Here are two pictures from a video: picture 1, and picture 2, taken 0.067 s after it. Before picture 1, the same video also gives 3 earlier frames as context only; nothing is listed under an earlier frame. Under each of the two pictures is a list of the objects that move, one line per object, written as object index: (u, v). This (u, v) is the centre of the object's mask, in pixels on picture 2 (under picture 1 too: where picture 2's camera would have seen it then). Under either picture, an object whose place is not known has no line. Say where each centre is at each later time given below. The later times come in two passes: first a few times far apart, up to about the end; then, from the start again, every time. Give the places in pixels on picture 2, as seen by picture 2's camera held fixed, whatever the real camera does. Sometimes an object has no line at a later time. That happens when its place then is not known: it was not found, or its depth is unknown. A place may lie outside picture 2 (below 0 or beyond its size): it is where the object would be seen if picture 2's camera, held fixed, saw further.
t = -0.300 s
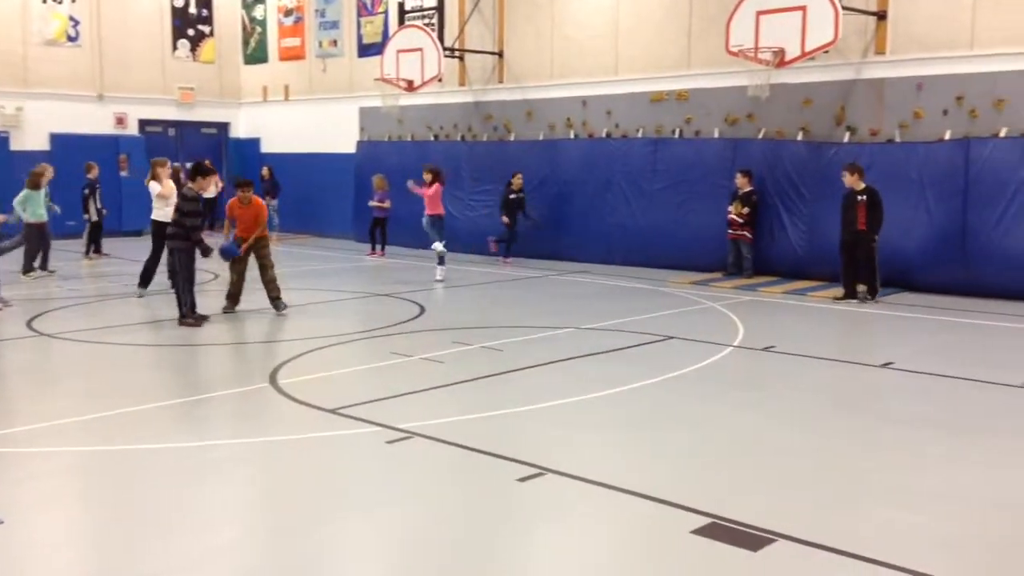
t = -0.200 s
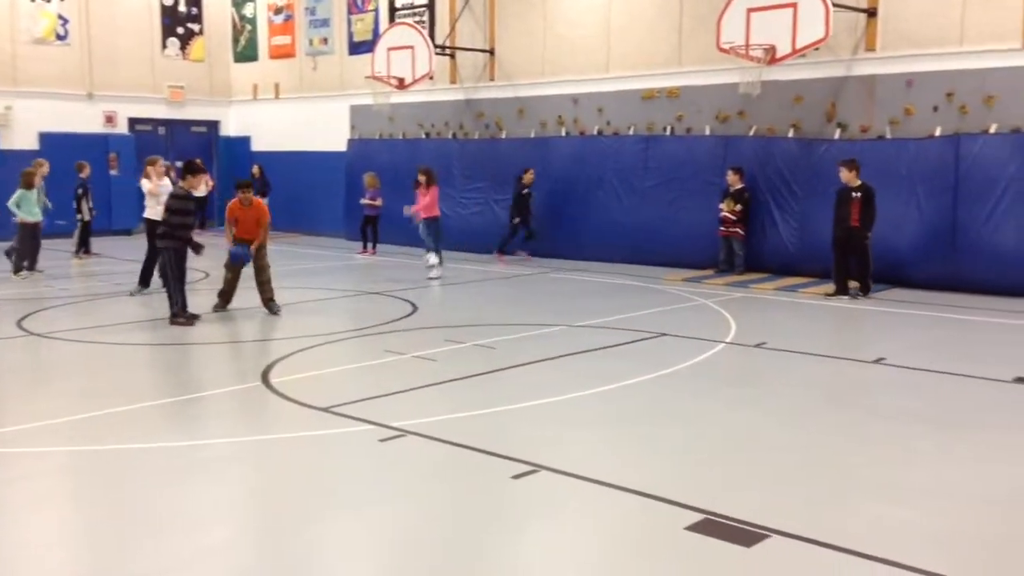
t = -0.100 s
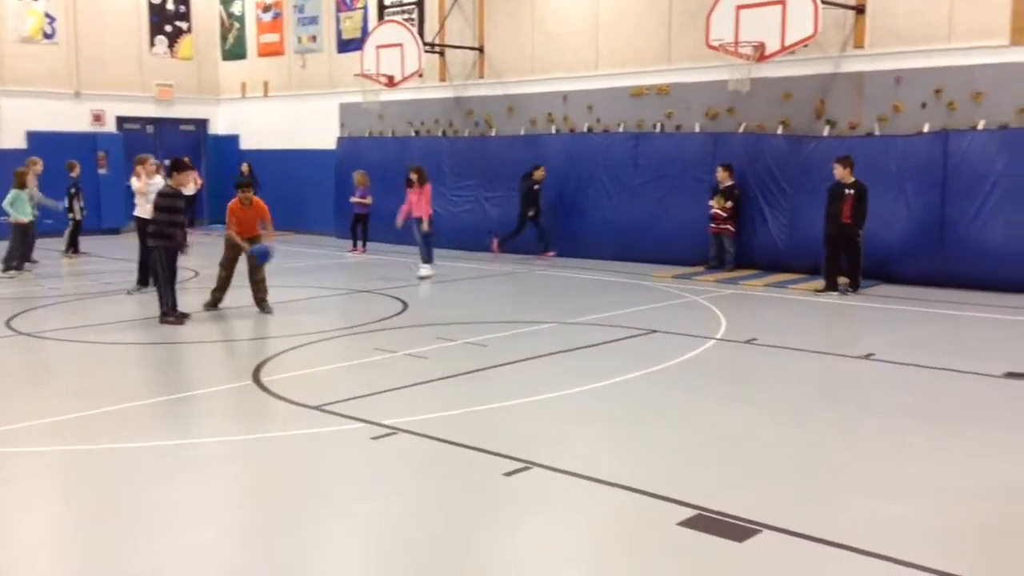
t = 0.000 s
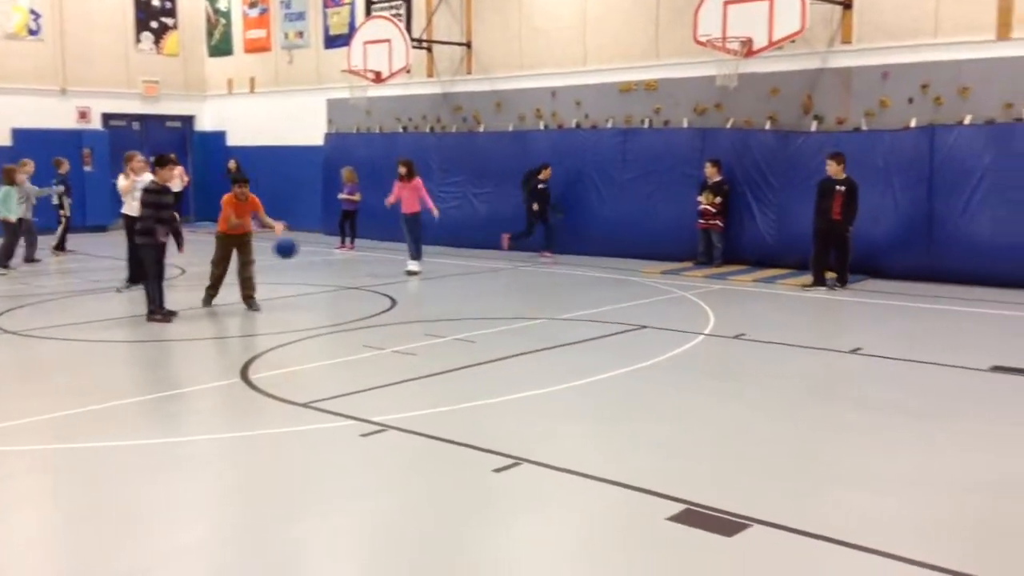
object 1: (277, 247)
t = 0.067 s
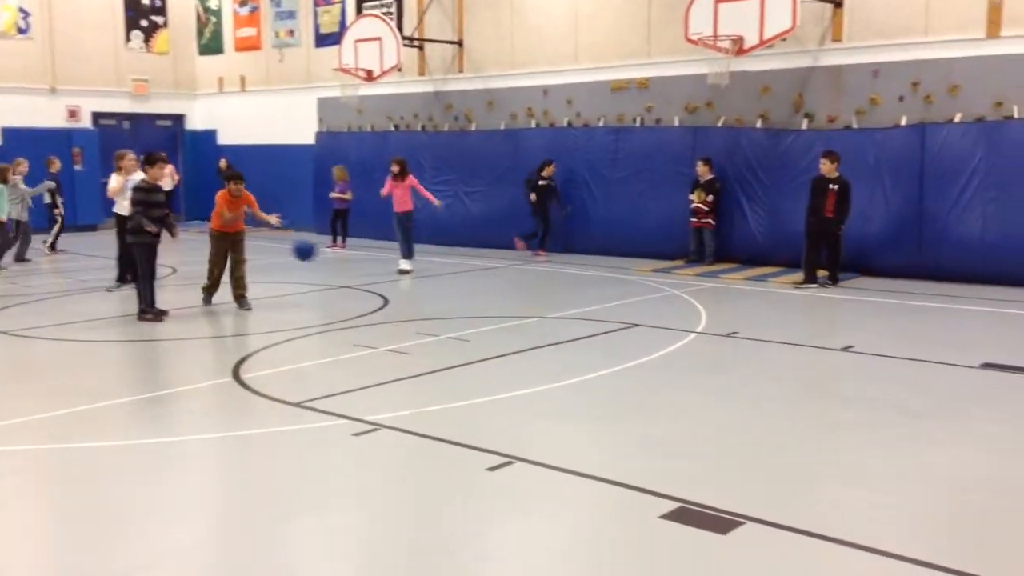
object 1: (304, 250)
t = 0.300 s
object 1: (404, 300)
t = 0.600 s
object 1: (501, 300)
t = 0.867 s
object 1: (584, 331)
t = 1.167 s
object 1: (678, 341)
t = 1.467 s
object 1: (778, 355)
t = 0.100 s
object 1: (317, 254)
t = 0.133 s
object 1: (332, 258)
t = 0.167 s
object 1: (346, 263)
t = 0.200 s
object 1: (360, 270)
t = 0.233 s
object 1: (374, 278)
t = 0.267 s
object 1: (389, 289)
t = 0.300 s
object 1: (404, 300)
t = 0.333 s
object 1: (419, 312)
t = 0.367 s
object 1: (434, 322)
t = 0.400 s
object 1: (443, 316)
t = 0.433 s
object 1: (453, 310)
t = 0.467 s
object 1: (462, 306)
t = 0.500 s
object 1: (472, 303)
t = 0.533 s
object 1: (482, 300)
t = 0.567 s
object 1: (492, 299)
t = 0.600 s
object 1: (501, 300)
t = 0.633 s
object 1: (512, 302)
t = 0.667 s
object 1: (522, 306)
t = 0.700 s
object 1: (533, 310)
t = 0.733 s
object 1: (543, 316)
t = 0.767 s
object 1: (553, 323)
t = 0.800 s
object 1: (564, 334)
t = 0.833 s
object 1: (574, 333)
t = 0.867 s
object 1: (584, 331)
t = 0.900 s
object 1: (595, 328)
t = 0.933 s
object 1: (605, 328)
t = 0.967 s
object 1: (615, 329)
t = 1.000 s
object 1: (625, 332)
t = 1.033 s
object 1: (636, 335)
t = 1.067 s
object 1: (646, 340)
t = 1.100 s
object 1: (657, 343)
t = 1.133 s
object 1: (667, 341)
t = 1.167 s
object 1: (678, 341)
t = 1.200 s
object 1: (689, 343)
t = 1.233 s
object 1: (700, 346)
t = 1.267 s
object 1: (711, 349)
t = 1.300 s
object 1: (722, 350)
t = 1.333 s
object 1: (733, 350)
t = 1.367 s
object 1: (744, 351)
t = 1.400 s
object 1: (755, 353)
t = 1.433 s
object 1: (767, 354)
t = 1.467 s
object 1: (778, 355)
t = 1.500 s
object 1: (790, 357)
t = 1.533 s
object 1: (800, 358)
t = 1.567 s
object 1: (812, 359)
